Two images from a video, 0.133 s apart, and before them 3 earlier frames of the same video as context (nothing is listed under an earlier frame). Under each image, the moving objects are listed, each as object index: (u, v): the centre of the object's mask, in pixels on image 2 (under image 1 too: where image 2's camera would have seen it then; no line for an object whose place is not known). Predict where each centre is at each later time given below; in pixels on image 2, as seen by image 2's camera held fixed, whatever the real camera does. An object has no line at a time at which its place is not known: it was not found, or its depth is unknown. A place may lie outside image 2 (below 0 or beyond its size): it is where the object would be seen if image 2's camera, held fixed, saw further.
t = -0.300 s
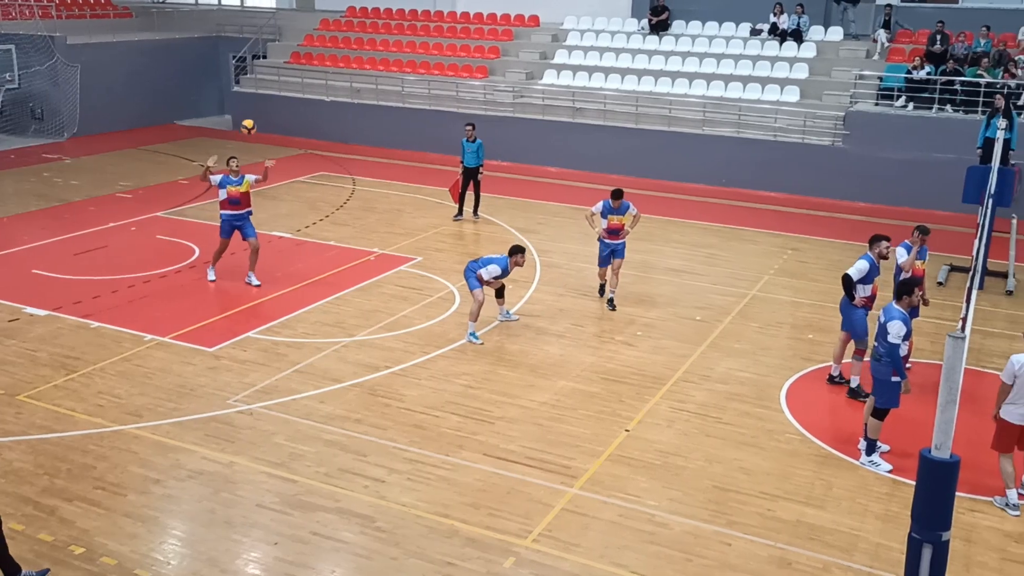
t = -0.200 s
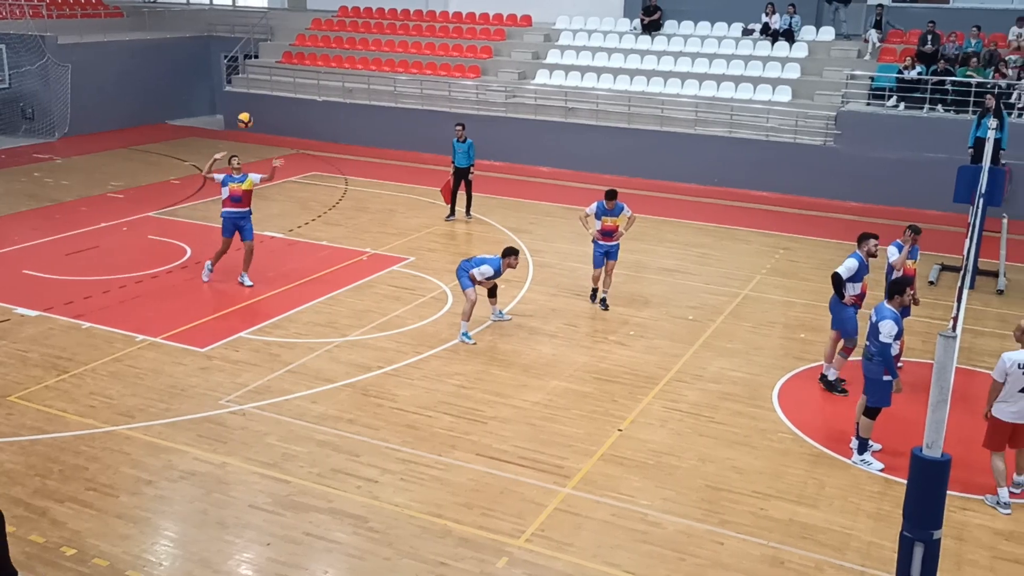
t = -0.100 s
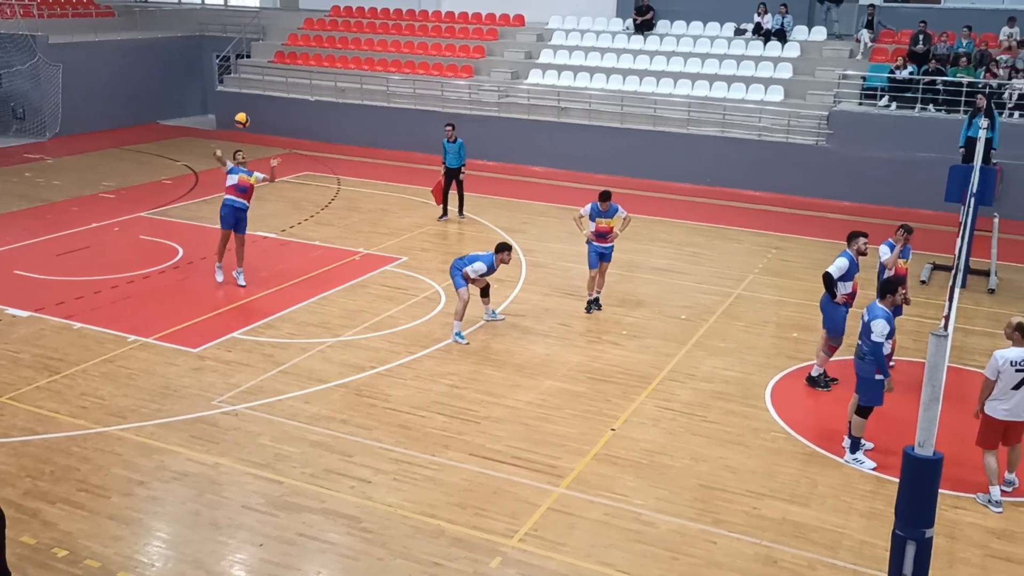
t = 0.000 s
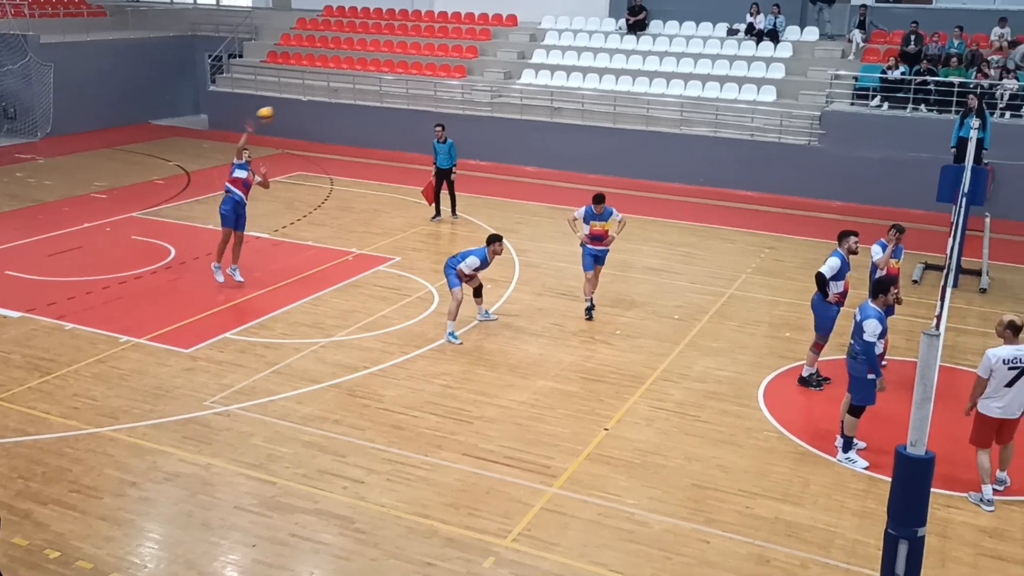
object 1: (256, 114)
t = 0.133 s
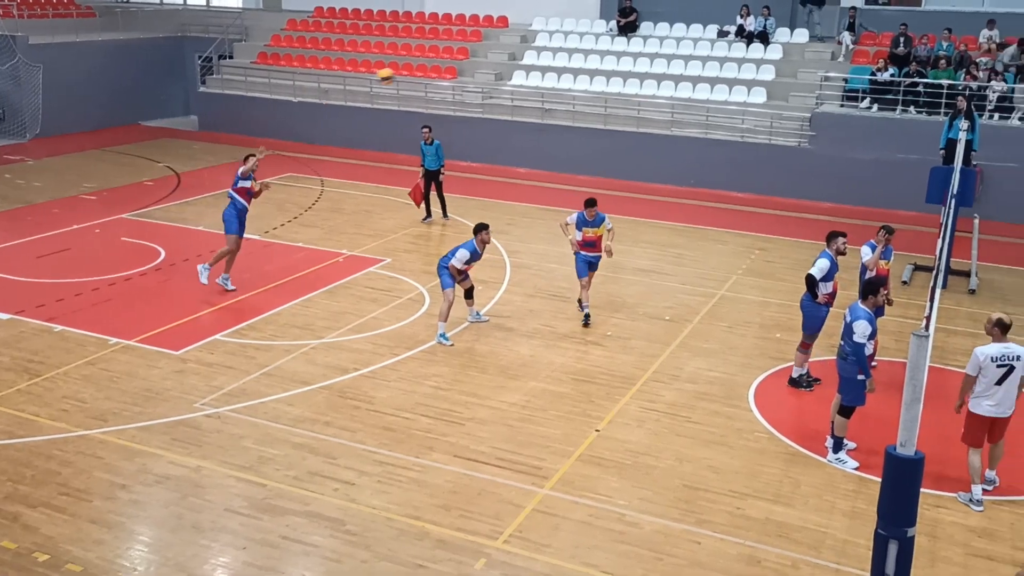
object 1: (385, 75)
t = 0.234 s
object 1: (487, 51)
